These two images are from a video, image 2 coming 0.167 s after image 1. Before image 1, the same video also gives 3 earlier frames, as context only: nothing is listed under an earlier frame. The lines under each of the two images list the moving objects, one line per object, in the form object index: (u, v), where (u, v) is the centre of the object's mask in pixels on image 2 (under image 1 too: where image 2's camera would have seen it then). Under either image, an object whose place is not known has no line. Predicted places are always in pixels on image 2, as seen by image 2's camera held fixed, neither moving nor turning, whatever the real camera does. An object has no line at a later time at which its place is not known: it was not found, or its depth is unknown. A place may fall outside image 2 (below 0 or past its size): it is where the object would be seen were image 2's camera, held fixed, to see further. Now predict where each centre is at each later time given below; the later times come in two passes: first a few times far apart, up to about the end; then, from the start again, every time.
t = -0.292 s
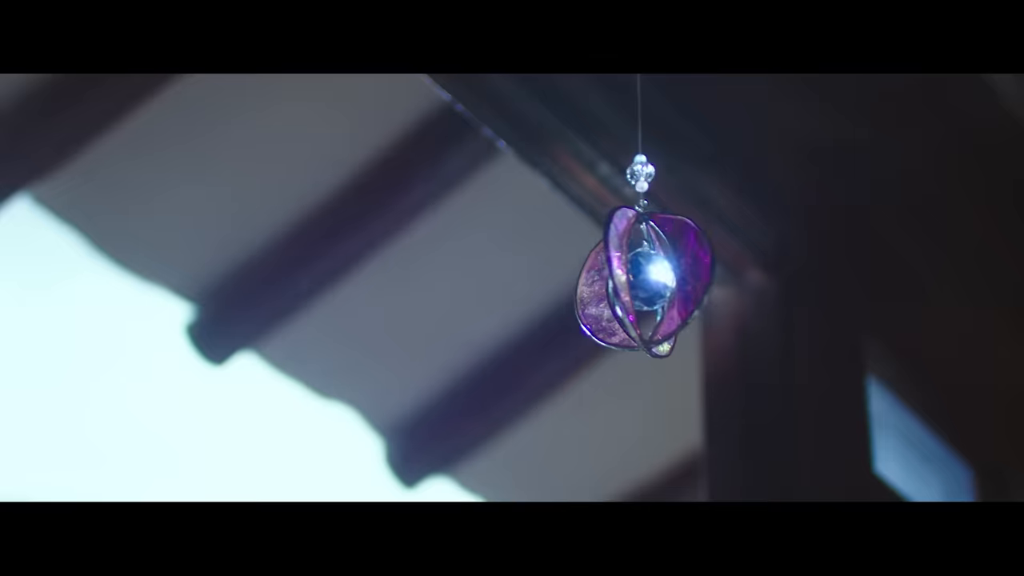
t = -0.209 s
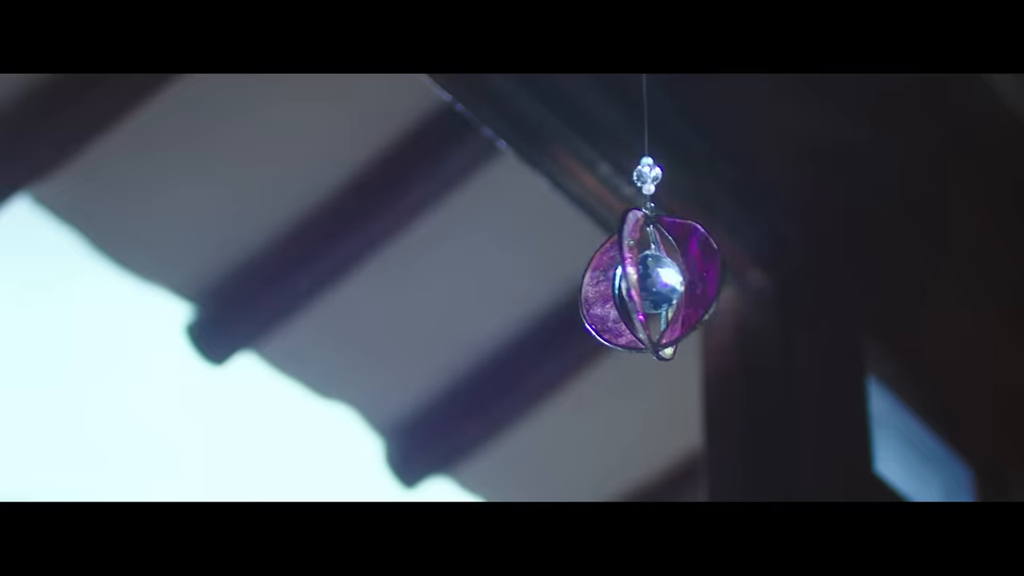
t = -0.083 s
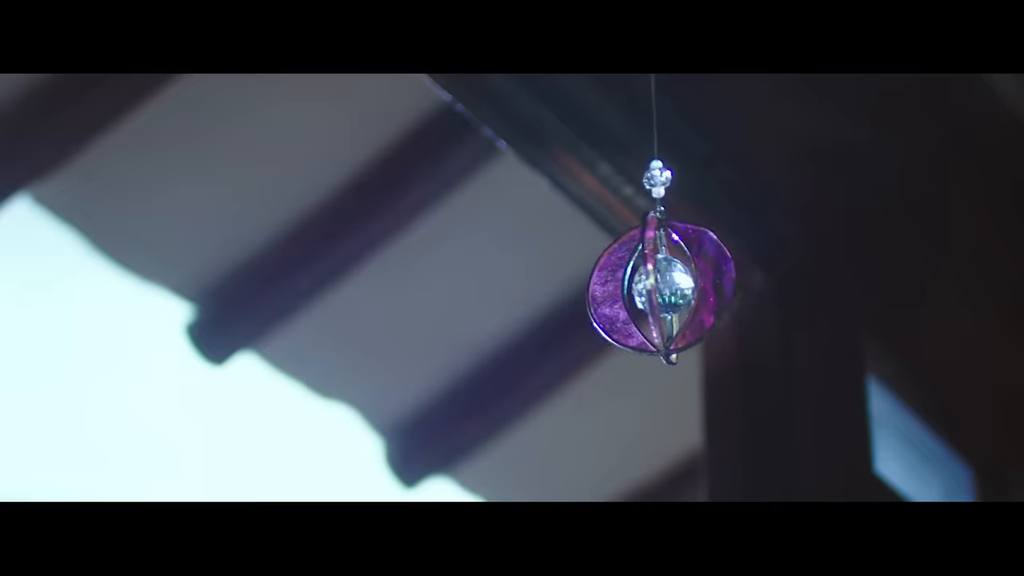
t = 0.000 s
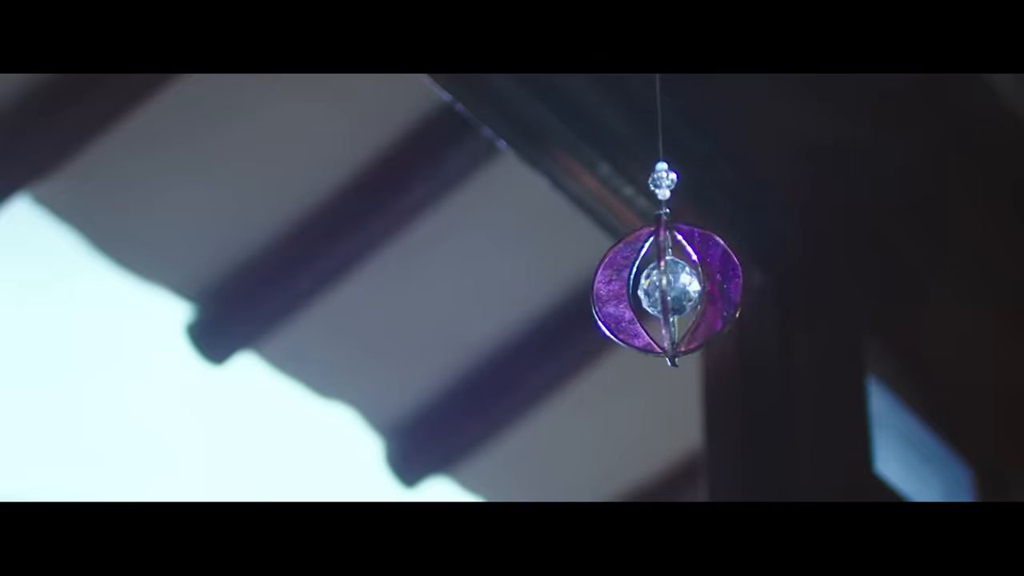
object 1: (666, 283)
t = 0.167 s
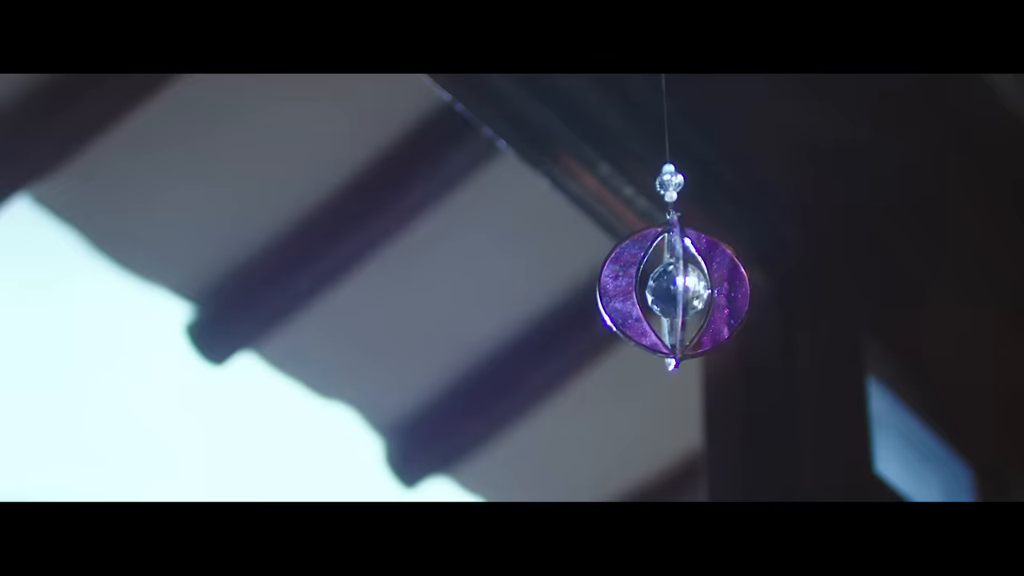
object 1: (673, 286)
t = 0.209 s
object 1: (673, 286)
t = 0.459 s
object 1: (666, 283)
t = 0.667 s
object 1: (650, 277)
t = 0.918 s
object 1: (631, 270)
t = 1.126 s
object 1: (623, 269)
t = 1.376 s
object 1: (630, 272)
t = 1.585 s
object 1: (646, 277)
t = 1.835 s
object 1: (665, 282)
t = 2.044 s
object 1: (673, 284)
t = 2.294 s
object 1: (666, 281)
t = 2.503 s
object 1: (650, 276)
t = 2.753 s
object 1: (630, 270)
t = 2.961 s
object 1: (623, 269)
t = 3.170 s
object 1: (628, 271)
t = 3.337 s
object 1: (639, 276)
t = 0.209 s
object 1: (673, 286)
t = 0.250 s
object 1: (673, 286)
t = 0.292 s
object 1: (673, 285)
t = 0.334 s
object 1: (671, 285)
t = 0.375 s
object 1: (670, 285)
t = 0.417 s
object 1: (668, 284)
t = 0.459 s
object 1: (666, 283)
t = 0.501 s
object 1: (663, 282)
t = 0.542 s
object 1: (660, 281)
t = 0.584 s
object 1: (657, 280)
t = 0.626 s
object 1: (653, 278)
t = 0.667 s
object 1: (650, 277)
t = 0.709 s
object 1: (647, 275)
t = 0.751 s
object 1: (643, 274)
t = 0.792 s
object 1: (640, 273)
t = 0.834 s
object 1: (637, 272)
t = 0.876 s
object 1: (634, 271)
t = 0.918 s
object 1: (631, 270)
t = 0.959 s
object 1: (629, 269)
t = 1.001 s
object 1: (626, 269)
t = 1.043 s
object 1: (625, 269)
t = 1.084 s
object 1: (623, 269)
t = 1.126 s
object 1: (623, 269)
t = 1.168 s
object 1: (623, 269)
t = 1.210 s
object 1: (623, 269)
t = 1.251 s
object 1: (624, 269)
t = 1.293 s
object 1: (625, 270)
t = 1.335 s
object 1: (627, 271)
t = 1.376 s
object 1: (630, 272)
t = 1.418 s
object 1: (632, 273)
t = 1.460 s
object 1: (635, 274)
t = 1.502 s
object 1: (638, 275)
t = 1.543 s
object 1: (642, 275)
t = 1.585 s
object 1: (646, 277)
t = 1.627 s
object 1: (649, 278)
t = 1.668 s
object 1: (652, 279)
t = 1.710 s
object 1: (656, 280)
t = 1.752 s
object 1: (659, 281)
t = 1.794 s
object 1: (662, 282)
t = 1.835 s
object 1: (665, 282)
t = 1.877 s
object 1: (668, 283)
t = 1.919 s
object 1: (670, 283)
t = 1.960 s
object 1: (671, 284)
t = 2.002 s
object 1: (672, 284)
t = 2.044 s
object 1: (673, 284)
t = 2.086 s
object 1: (673, 284)
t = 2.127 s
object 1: (673, 284)
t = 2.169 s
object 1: (672, 283)
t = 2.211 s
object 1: (670, 283)
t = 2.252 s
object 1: (668, 282)
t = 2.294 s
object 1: (666, 281)
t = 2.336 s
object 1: (663, 280)
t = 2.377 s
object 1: (660, 279)
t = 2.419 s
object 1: (657, 278)
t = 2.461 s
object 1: (653, 277)
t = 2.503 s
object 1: (650, 276)
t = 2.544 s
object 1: (646, 275)
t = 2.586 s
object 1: (643, 274)
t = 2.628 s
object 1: (639, 273)
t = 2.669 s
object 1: (636, 272)
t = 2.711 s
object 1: (633, 271)
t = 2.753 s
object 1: (630, 270)
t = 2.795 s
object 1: (628, 270)
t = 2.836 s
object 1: (626, 269)
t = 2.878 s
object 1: (624, 269)
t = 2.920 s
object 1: (623, 269)
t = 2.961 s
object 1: (623, 269)
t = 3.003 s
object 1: (623, 269)
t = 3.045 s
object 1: (623, 269)
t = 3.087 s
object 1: (624, 270)
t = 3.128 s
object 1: (626, 271)
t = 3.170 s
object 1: (628, 271)
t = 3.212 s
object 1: (630, 272)
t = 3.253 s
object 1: (633, 274)
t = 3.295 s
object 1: (636, 275)
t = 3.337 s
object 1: (639, 276)
